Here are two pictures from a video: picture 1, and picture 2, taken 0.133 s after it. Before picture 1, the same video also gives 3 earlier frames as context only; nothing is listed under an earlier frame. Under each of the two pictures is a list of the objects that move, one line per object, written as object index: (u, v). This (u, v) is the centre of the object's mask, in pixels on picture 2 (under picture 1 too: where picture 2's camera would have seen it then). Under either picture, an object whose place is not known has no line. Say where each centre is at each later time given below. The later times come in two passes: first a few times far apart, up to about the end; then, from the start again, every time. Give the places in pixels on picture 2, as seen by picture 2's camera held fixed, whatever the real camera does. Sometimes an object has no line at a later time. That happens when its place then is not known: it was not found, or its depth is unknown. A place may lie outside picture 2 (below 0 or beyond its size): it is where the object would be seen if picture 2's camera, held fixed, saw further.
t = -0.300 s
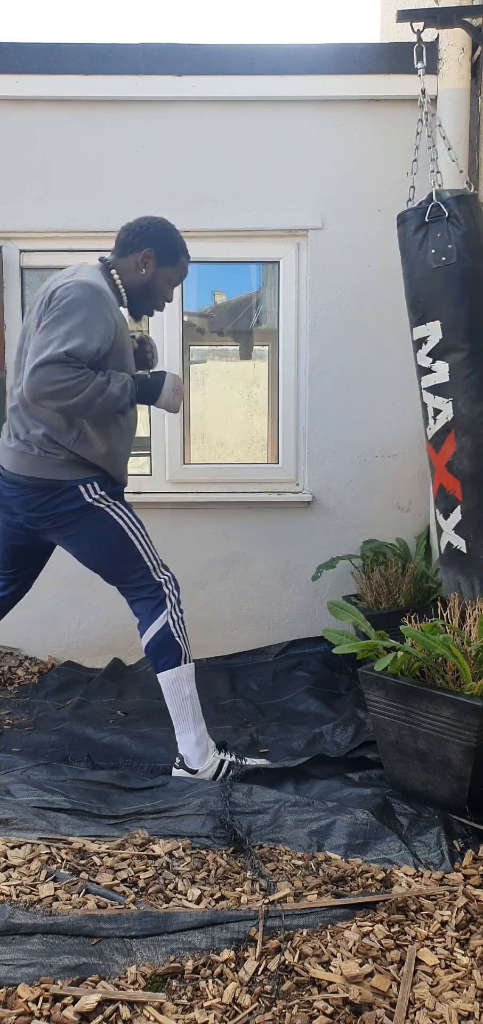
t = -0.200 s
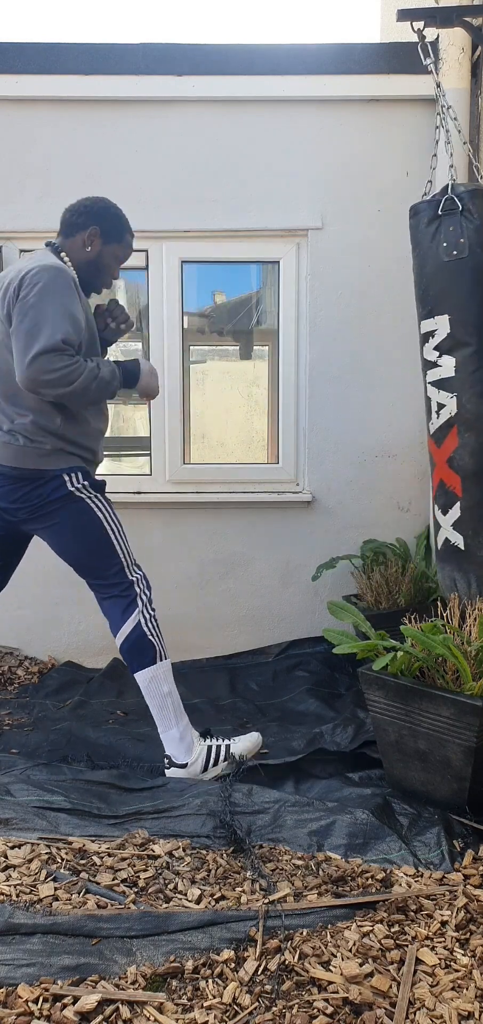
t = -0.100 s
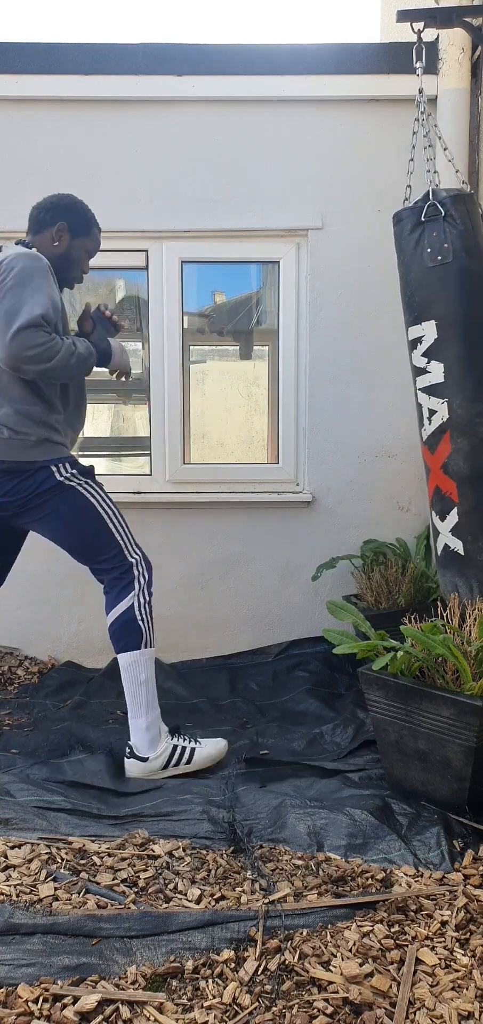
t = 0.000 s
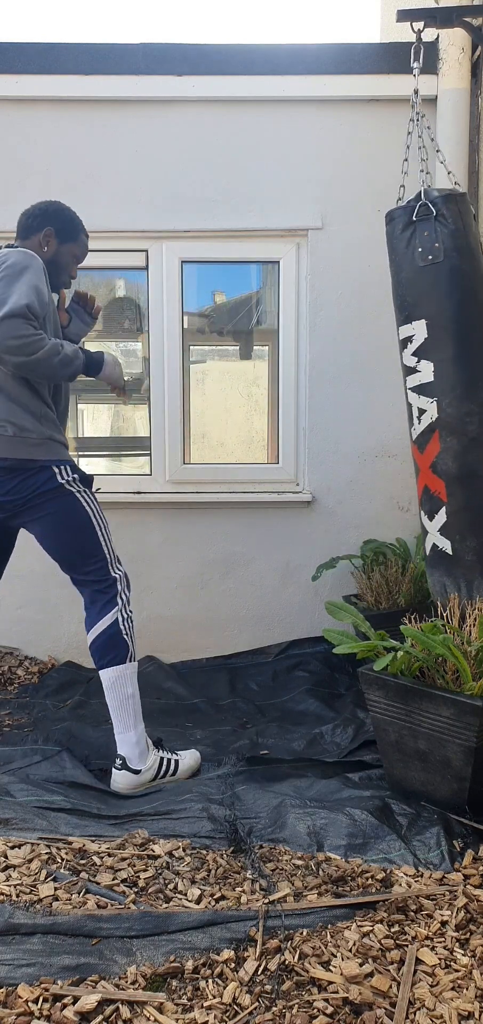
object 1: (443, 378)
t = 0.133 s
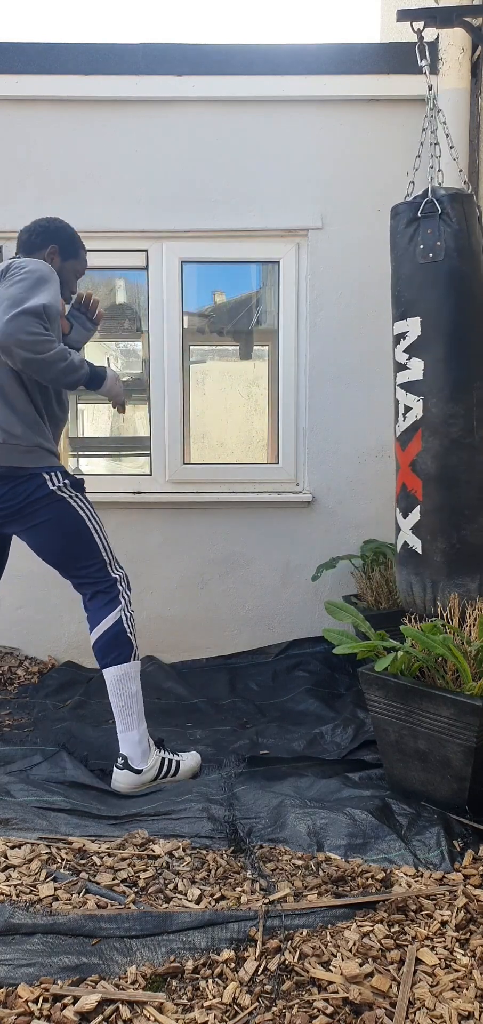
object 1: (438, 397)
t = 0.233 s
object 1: (425, 406)
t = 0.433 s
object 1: (394, 406)
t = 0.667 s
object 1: (364, 403)
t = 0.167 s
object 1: (435, 400)
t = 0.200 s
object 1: (430, 404)
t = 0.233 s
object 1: (425, 406)
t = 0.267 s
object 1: (419, 406)
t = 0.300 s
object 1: (413, 407)
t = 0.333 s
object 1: (409, 409)
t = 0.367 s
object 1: (404, 408)
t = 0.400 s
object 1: (399, 407)
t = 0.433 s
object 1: (394, 406)
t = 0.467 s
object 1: (388, 407)
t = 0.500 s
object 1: (382, 406)
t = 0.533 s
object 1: (377, 405)
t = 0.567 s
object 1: (373, 404)
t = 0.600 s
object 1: (369, 404)
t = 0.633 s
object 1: (366, 404)
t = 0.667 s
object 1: (364, 403)
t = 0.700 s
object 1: (361, 403)
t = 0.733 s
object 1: (358, 402)
